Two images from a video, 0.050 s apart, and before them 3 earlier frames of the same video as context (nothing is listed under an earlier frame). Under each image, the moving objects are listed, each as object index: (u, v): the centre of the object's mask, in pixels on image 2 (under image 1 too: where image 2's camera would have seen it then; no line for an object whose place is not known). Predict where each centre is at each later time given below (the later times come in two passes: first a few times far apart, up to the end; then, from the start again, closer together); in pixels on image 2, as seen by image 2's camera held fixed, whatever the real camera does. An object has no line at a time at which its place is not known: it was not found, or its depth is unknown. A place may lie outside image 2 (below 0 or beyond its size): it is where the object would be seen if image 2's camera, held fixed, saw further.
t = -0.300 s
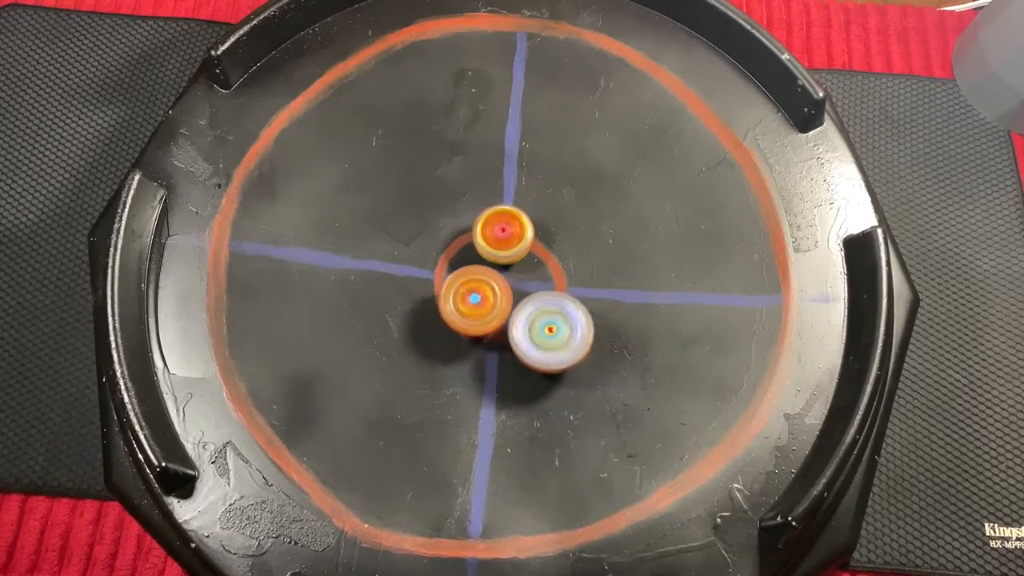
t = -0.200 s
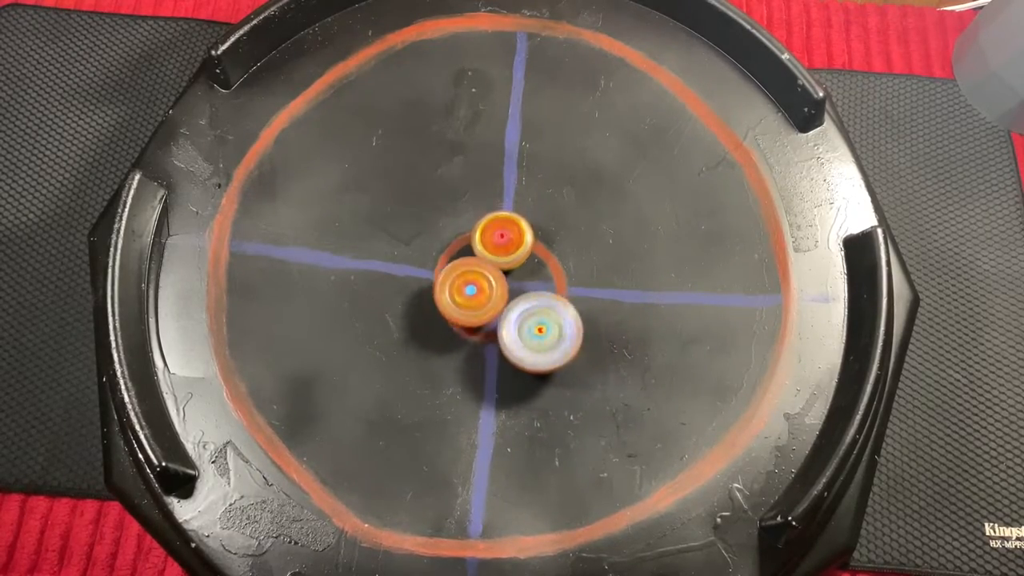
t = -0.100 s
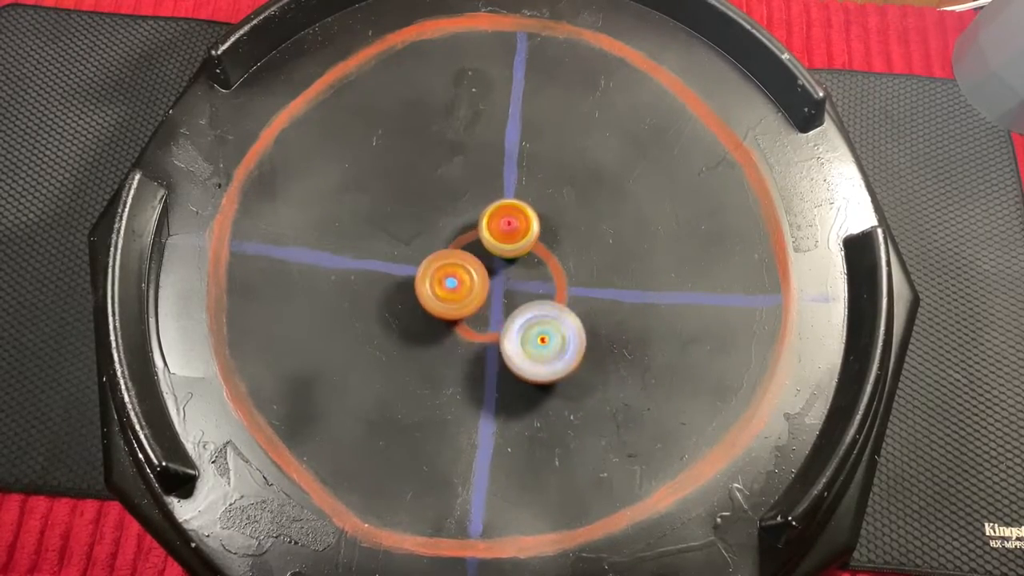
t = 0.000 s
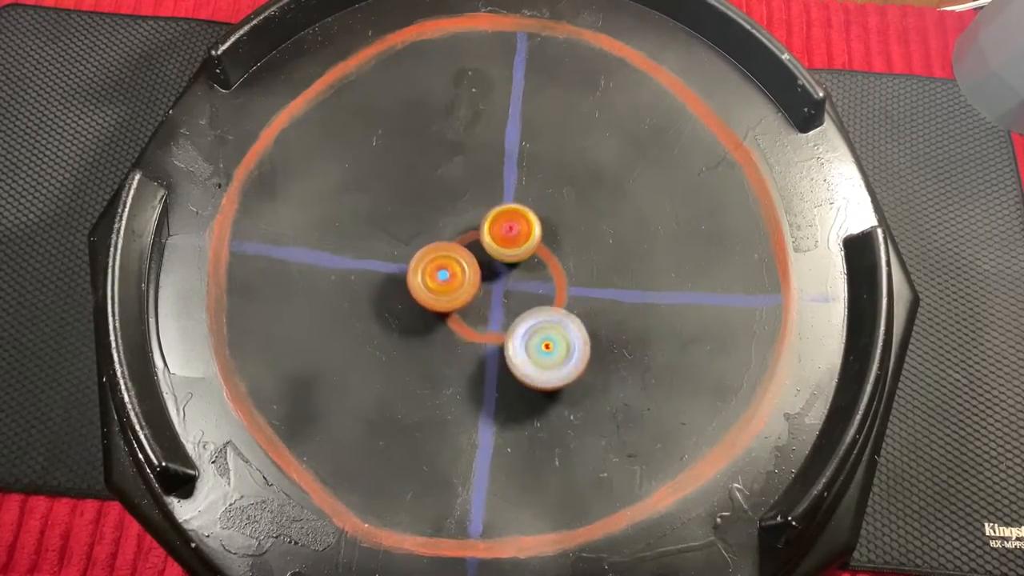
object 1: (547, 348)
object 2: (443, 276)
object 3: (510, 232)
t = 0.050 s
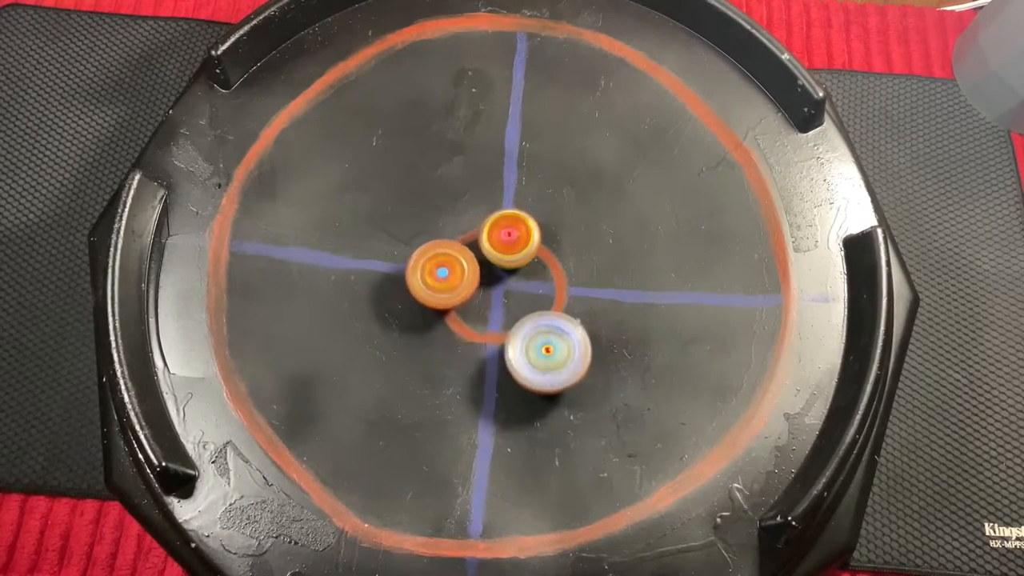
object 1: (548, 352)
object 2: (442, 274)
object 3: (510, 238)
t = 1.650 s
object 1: (481, 243)
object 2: (403, 285)
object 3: (571, 256)
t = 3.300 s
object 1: (485, 185)
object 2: (465, 353)
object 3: (503, 260)
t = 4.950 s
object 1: (637, 211)
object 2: (491, 337)
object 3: (482, 274)
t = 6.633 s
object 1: (644, 345)
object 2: (413, 350)
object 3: (505, 268)
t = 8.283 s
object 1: (473, 245)
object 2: (417, 319)
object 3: (546, 181)
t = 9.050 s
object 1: (473, 254)
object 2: (430, 348)
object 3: (584, 314)
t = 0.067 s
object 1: (548, 352)
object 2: (442, 272)
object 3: (509, 240)
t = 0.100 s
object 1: (549, 354)
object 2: (442, 270)
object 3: (509, 244)
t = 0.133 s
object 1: (549, 353)
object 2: (442, 269)
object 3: (508, 247)
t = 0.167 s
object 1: (548, 353)
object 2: (442, 268)
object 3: (507, 251)
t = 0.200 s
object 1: (547, 352)
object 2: (441, 268)
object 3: (507, 254)
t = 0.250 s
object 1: (544, 354)
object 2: (440, 269)
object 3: (508, 259)
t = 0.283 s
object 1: (540, 354)
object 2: (441, 269)
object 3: (510, 261)
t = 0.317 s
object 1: (538, 353)
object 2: (441, 268)
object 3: (512, 263)
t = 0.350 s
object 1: (536, 349)
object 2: (442, 267)
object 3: (513, 265)
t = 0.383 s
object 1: (535, 347)
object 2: (443, 267)
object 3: (515, 266)
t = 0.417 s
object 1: (534, 347)
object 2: (443, 267)
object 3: (516, 266)
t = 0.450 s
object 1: (532, 345)
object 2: (443, 267)
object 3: (517, 266)
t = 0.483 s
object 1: (530, 344)
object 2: (443, 268)
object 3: (518, 266)
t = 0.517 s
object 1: (528, 341)
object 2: (443, 269)
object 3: (519, 266)
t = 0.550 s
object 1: (526, 338)
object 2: (444, 269)
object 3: (519, 266)
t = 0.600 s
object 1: (523, 334)
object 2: (445, 269)
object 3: (519, 266)
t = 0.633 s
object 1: (521, 331)
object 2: (446, 268)
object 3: (519, 266)
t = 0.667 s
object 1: (519, 328)
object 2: (449, 268)
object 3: (519, 264)
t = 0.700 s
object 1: (517, 328)
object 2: (450, 268)
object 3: (520, 260)
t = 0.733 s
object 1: (515, 328)
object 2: (452, 268)
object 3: (520, 258)
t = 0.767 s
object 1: (515, 328)
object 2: (454, 268)
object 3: (521, 256)
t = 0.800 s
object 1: (515, 328)
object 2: (455, 269)
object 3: (523, 255)
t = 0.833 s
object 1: (514, 327)
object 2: (456, 268)
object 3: (524, 254)
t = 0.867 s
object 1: (511, 325)
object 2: (458, 268)
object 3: (525, 254)
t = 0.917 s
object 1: (507, 323)
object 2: (444, 273)
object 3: (551, 244)
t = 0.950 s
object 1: (505, 322)
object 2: (438, 276)
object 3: (566, 239)
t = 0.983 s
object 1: (503, 321)
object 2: (436, 278)
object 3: (578, 234)
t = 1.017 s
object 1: (503, 319)
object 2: (436, 279)
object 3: (588, 232)
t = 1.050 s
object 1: (505, 318)
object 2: (433, 278)
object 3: (596, 230)
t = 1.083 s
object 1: (509, 318)
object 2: (429, 274)
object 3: (601, 229)
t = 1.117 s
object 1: (513, 316)
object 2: (427, 273)
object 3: (605, 229)
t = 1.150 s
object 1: (516, 312)
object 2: (426, 273)
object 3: (607, 230)
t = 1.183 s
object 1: (521, 307)
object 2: (426, 274)
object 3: (608, 230)
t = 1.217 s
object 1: (523, 299)
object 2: (426, 274)
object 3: (608, 232)
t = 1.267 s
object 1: (524, 285)
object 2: (427, 274)
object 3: (606, 234)
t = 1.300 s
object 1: (522, 275)
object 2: (428, 275)
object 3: (604, 235)
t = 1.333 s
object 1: (518, 267)
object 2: (428, 275)
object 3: (602, 237)
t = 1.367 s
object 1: (510, 259)
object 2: (429, 276)
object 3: (599, 239)
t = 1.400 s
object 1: (506, 252)
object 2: (423, 277)
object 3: (596, 240)
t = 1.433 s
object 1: (505, 246)
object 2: (412, 279)
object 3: (593, 242)
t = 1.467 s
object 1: (502, 242)
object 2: (405, 281)
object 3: (589, 244)
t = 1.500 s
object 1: (499, 238)
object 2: (403, 283)
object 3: (586, 246)
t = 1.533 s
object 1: (494, 236)
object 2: (402, 283)
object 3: (583, 248)
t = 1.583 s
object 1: (487, 237)
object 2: (402, 284)
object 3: (578, 251)
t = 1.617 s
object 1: (483, 240)
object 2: (402, 285)
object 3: (574, 254)
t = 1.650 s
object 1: (481, 243)
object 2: (403, 285)
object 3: (571, 256)
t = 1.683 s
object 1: (481, 245)
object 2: (404, 286)
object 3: (567, 259)
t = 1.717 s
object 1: (481, 250)
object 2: (406, 287)
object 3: (563, 262)
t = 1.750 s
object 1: (482, 253)
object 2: (406, 287)
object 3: (559, 264)
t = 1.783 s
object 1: (483, 255)
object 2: (408, 287)
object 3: (558, 266)
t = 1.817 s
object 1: (483, 256)
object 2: (404, 291)
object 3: (560, 270)
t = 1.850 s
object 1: (487, 256)
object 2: (398, 294)
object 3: (561, 274)
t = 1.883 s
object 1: (490, 254)
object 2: (395, 297)
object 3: (562, 276)
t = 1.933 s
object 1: (490, 250)
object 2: (396, 300)
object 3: (566, 283)
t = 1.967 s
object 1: (491, 248)
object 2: (397, 301)
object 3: (570, 288)
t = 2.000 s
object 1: (491, 246)
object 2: (399, 303)
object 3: (571, 291)
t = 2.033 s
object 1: (491, 245)
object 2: (401, 302)
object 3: (572, 295)
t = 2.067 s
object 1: (490, 244)
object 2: (402, 302)
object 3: (572, 297)
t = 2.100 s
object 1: (491, 243)
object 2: (404, 301)
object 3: (571, 299)
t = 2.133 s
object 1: (491, 243)
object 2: (406, 301)
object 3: (569, 300)
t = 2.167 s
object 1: (492, 243)
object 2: (409, 301)
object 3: (567, 301)
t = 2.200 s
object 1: (492, 243)
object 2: (412, 302)
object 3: (565, 302)
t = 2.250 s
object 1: (493, 244)
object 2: (417, 303)
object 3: (560, 302)
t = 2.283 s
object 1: (493, 244)
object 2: (420, 303)
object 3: (557, 302)
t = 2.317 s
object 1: (496, 244)
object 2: (423, 303)
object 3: (555, 301)
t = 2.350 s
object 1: (497, 244)
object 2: (426, 302)
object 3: (552, 301)
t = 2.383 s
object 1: (500, 244)
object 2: (429, 302)
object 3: (549, 300)
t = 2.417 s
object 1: (501, 243)
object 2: (432, 302)
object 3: (546, 300)
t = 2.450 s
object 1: (502, 241)
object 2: (436, 301)
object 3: (545, 302)
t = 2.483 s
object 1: (500, 240)
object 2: (439, 301)
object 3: (544, 303)
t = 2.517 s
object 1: (498, 239)
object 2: (443, 300)
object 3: (541, 304)
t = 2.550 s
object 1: (496, 239)
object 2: (448, 298)
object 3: (538, 304)
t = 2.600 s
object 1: (499, 227)
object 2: (445, 314)
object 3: (534, 303)
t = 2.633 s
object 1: (497, 220)
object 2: (441, 326)
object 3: (531, 302)
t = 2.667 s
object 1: (496, 214)
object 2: (440, 334)
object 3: (529, 301)
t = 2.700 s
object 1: (495, 209)
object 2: (440, 338)
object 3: (525, 298)
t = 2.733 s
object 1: (492, 206)
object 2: (442, 339)
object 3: (522, 296)
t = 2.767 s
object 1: (489, 204)
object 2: (443, 340)
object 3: (519, 293)
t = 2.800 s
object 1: (489, 203)
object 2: (445, 341)
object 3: (516, 290)
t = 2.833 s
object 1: (487, 204)
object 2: (447, 341)
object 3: (513, 287)
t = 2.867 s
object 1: (486, 204)
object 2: (448, 341)
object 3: (511, 285)
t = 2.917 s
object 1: (485, 208)
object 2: (451, 342)
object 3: (506, 280)
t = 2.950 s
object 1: (486, 210)
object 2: (453, 342)
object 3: (504, 279)
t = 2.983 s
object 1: (487, 208)
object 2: (456, 342)
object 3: (501, 283)
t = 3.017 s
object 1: (486, 204)
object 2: (458, 341)
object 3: (498, 288)
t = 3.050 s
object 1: (486, 200)
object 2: (457, 345)
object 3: (498, 284)
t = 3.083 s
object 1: (485, 199)
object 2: (457, 352)
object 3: (500, 277)
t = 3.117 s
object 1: (485, 196)
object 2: (457, 355)
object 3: (502, 270)
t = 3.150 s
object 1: (484, 196)
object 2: (458, 356)
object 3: (503, 265)
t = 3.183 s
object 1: (482, 193)
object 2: (459, 356)
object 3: (504, 263)
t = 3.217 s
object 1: (482, 192)
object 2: (461, 355)
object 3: (504, 261)
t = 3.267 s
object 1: (483, 189)
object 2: (464, 354)
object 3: (504, 260)
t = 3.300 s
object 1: (485, 185)
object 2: (465, 353)
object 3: (503, 260)
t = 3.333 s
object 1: (486, 183)
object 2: (466, 351)
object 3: (502, 259)
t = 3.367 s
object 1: (488, 181)
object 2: (467, 350)
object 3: (502, 258)
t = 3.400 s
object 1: (489, 180)
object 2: (469, 349)
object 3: (501, 257)
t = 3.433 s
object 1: (491, 180)
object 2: (470, 347)
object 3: (501, 255)
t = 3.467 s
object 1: (493, 179)
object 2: (472, 346)
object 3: (501, 254)
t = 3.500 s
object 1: (494, 180)
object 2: (474, 344)
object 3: (501, 253)
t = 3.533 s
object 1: (497, 180)
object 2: (477, 341)
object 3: (501, 252)
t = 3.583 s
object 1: (502, 172)
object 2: (480, 336)
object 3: (499, 268)
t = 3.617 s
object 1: (506, 165)
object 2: (482, 339)
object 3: (495, 277)
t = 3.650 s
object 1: (510, 159)
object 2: (486, 349)
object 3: (492, 277)
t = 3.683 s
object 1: (514, 153)
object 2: (489, 355)
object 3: (490, 276)
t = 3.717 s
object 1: (518, 147)
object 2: (491, 357)
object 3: (490, 276)
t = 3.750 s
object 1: (521, 141)
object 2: (493, 358)
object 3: (491, 275)
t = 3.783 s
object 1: (521, 136)
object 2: (493, 358)
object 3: (492, 275)
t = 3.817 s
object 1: (521, 132)
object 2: (494, 358)
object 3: (494, 275)
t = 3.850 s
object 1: (520, 131)
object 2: (496, 358)
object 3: (497, 275)
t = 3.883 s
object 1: (518, 131)
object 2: (497, 358)
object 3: (499, 276)
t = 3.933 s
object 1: (517, 133)
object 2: (499, 357)
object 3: (503, 276)
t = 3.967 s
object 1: (517, 138)
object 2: (501, 356)
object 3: (505, 276)
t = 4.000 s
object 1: (517, 142)
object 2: (503, 355)
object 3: (508, 276)
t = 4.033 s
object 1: (518, 149)
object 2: (504, 353)
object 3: (510, 276)
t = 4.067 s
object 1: (518, 154)
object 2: (505, 352)
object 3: (511, 276)
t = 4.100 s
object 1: (521, 160)
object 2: (506, 351)
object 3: (512, 277)
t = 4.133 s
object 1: (525, 166)
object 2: (507, 350)
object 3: (513, 277)
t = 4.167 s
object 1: (530, 173)
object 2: (507, 348)
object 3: (514, 277)
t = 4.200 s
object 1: (533, 180)
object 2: (508, 347)
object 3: (515, 277)
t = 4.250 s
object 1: (538, 192)
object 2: (507, 344)
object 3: (516, 276)
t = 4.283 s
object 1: (543, 200)
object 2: (507, 343)
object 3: (516, 276)
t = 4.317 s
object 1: (548, 206)
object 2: (507, 340)
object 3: (516, 276)
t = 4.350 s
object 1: (552, 213)
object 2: (506, 338)
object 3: (515, 276)
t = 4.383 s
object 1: (559, 217)
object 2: (505, 336)
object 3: (511, 276)
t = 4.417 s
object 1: (569, 219)
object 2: (503, 342)
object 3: (504, 274)
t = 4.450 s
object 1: (581, 220)
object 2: (502, 346)
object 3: (498, 270)
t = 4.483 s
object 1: (592, 221)
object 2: (502, 347)
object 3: (494, 268)
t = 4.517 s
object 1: (604, 223)
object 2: (501, 347)
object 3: (491, 266)
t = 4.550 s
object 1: (615, 222)
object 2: (500, 347)
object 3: (490, 265)
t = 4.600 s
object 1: (629, 219)
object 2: (499, 346)
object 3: (488, 265)
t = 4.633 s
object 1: (637, 217)
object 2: (498, 346)
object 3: (487, 266)
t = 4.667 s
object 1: (643, 214)
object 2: (498, 345)
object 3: (486, 267)
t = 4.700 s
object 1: (645, 212)
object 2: (497, 344)
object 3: (484, 268)
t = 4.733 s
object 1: (647, 211)
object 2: (496, 343)
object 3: (483, 269)
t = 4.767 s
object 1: (648, 209)
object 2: (495, 342)
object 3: (483, 270)
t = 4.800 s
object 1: (649, 209)
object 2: (495, 341)
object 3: (482, 272)
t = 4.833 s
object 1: (648, 209)
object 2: (494, 340)
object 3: (481, 273)
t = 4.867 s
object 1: (646, 208)
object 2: (493, 339)
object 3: (480, 274)
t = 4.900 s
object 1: (644, 209)
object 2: (492, 338)
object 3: (480, 275)
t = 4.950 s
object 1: (637, 211)
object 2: (491, 337)
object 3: (482, 274)
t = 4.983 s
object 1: (632, 214)
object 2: (491, 336)
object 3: (484, 273)
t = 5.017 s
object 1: (626, 217)
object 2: (490, 336)
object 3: (485, 273)
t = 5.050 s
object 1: (619, 223)
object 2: (489, 334)
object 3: (486, 272)
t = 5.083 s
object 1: (613, 230)
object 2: (489, 335)
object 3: (486, 270)
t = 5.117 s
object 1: (605, 237)
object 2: (488, 340)
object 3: (487, 261)
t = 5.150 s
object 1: (598, 247)
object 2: (487, 341)
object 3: (487, 253)
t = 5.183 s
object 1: (591, 255)
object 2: (487, 343)
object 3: (487, 248)
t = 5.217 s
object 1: (584, 266)
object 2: (487, 343)
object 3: (487, 244)
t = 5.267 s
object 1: (575, 279)
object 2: (487, 343)
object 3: (486, 240)
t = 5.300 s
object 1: (570, 290)
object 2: (487, 343)
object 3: (485, 237)
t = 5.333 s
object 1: (566, 299)
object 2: (487, 344)
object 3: (483, 235)
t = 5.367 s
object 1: (560, 309)
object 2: (487, 344)
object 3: (482, 233)
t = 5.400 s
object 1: (562, 317)
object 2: (480, 348)
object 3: (482, 232)
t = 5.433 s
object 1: (566, 322)
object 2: (474, 352)
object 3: (481, 232)
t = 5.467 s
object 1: (569, 330)
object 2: (472, 353)
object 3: (482, 232)
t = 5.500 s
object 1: (573, 335)
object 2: (471, 353)
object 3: (483, 232)
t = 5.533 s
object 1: (574, 340)
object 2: (470, 353)
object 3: (484, 231)
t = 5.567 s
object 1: (577, 343)
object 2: (469, 353)
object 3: (484, 232)
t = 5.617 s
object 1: (580, 347)
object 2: (469, 354)
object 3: (486, 233)
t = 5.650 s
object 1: (581, 349)
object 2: (468, 354)
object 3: (487, 234)
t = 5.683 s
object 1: (582, 350)
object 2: (467, 353)
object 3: (489, 235)
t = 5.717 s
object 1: (582, 351)
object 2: (467, 353)
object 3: (492, 236)
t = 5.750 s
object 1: (581, 351)
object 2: (466, 353)
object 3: (494, 237)
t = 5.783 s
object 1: (582, 351)
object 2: (466, 353)
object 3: (496, 239)
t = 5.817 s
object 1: (581, 352)
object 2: (467, 353)
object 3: (498, 241)
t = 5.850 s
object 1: (579, 351)
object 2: (467, 352)
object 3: (501, 243)
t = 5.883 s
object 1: (577, 349)
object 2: (467, 352)
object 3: (503, 245)
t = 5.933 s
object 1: (573, 347)
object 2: (467, 351)
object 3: (507, 247)
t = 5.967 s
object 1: (569, 345)
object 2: (468, 351)
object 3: (509, 249)
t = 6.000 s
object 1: (567, 343)
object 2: (469, 349)
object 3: (511, 251)
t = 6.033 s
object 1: (562, 341)
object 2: (469, 349)
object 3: (514, 253)
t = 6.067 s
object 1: (558, 338)
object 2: (470, 347)
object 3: (516, 255)
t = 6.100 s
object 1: (552, 334)
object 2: (471, 346)
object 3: (518, 258)
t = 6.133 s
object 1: (556, 327)
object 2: (459, 350)
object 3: (520, 260)
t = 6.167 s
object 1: (558, 320)
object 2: (448, 353)
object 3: (521, 262)
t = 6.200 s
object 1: (561, 313)
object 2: (440, 356)
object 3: (521, 259)
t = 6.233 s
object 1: (566, 317)
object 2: (436, 356)
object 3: (521, 249)
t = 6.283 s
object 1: (574, 326)
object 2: (431, 356)
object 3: (518, 237)
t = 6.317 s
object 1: (582, 333)
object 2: (428, 356)
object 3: (516, 233)
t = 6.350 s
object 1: (591, 339)
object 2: (425, 355)
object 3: (514, 233)
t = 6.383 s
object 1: (597, 344)
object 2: (423, 355)
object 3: (513, 235)
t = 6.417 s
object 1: (608, 348)
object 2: (421, 354)
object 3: (511, 239)
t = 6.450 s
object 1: (616, 352)
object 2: (419, 354)
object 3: (510, 243)
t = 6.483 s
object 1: (626, 351)
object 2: (418, 353)
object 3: (509, 247)
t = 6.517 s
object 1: (633, 352)
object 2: (416, 353)
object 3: (507, 252)
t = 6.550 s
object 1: (637, 351)
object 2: (415, 352)
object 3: (507, 256)
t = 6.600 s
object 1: (640, 348)
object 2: (414, 351)
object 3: (505, 264)
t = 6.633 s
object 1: (644, 345)
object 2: (413, 350)
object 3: (505, 268)
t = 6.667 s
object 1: (644, 342)
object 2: (412, 349)
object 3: (503, 271)
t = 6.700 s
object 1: (643, 337)
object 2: (412, 348)
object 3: (503, 275)
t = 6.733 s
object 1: (642, 333)
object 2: (412, 347)
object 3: (502, 278)
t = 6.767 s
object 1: (639, 328)
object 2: (412, 346)
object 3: (502, 282)
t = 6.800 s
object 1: (633, 323)
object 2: (412, 345)
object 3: (501, 285)
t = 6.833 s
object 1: (626, 317)
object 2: (412, 344)
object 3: (500, 288)
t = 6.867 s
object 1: (619, 312)
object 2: (413, 343)
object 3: (499, 290)
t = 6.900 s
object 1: (610, 309)
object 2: (414, 342)
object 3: (498, 293)
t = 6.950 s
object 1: (594, 305)
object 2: (416, 339)
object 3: (497, 295)
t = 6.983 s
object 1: (584, 301)
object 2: (417, 338)
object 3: (496, 297)
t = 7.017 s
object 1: (573, 298)
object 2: (418, 337)
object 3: (495, 298)
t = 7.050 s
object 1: (565, 297)
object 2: (419, 335)
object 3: (491, 299)
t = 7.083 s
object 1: (564, 296)
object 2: (418, 334)
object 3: (475, 293)
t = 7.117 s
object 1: (563, 296)
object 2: (409, 342)
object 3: (471, 278)
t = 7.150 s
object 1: (559, 297)
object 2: (402, 347)
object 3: (468, 264)
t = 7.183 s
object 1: (556, 296)
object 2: (399, 350)
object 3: (466, 252)
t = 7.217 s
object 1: (554, 296)
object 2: (398, 349)
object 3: (466, 242)
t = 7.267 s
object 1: (548, 295)
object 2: (396, 348)
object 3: (464, 231)
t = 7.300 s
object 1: (544, 292)
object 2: (396, 347)
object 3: (463, 226)
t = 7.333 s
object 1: (540, 289)
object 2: (395, 347)
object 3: (461, 221)
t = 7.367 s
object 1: (535, 287)
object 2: (395, 346)
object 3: (459, 217)
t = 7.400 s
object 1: (530, 285)
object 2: (395, 345)
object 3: (456, 212)
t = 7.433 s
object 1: (524, 282)
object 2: (396, 344)
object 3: (454, 208)
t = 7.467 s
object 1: (519, 280)
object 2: (396, 343)
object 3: (452, 203)
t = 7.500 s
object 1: (513, 278)
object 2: (397, 342)
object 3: (451, 199)
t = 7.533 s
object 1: (507, 277)
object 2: (398, 341)
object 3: (451, 195)
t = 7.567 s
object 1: (500, 275)
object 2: (399, 340)
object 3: (451, 192)
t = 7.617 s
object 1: (488, 274)
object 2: (400, 337)
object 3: (452, 187)
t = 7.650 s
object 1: (481, 275)
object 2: (401, 336)
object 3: (454, 183)
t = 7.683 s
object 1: (474, 276)
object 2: (402, 334)
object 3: (456, 179)
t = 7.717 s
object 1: (469, 277)
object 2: (404, 333)
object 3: (458, 176)
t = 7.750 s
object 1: (464, 279)
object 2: (405, 331)
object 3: (461, 173)
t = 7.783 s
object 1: (465, 276)
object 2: (402, 337)
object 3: (464, 171)
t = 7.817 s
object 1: (466, 272)
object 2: (401, 340)
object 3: (468, 169)
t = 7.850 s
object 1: (466, 268)
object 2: (402, 340)
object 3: (472, 167)
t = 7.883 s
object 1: (467, 263)
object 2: (402, 339)
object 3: (476, 166)
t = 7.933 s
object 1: (467, 256)
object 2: (403, 337)
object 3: (482, 166)
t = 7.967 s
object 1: (470, 253)
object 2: (405, 337)
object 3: (487, 166)
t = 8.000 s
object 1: (472, 248)
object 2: (405, 336)
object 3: (491, 166)
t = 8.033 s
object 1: (474, 244)
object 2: (406, 334)
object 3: (496, 167)
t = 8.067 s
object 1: (474, 241)
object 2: (408, 332)
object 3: (500, 169)
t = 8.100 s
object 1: (476, 237)
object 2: (409, 331)
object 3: (505, 172)
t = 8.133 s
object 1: (478, 235)
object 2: (410, 330)
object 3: (509, 174)
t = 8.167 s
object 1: (479, 232)
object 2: (411, 328)
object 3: (513, 176)
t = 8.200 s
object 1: (480, 231)
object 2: (413, 326)
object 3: (519, 179)
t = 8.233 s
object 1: (476, 233)
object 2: (414, 323)
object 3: (530, 179)
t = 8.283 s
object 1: (473, 245)
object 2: (417, 319)
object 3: (546, 181)
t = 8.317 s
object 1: (472, 253)
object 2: (420, 315)
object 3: (553, 184)
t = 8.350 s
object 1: (473, 258)
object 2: (420, 316)
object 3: (558, 188)
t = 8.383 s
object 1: (478, 258)
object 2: (415, 328)
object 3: (561, 193)
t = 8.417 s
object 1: (484, 258)
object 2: (413, 335)
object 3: (563, 199)
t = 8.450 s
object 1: (487, 257)
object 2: (413, 340)
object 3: (564, 205)
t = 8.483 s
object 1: (490, 256)
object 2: (414, 340)
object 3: (565, 212)
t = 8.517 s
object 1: (494, 257)
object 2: (414, 340)
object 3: (564, 218)
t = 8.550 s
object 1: (498, 256)
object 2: (413, 341)
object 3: (564, 225)
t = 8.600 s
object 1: (498, 256)
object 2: (415, 341)
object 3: (568, 234)
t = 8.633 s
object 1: (494, 258)
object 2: (415, 341)
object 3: (575, 240)
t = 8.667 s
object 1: (491, 259)
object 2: (415, 340)
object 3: (581, 245)
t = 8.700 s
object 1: (487, 262)
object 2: (416, 340)
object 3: (584, 250)
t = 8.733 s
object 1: (486, 264)
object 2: (418, 340)
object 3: (583, 256)
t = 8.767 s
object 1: (483, 268)
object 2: (419, 340)
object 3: (581, 262)
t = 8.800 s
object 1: (480, 271)
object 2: (420, 339)
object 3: (577, 267)
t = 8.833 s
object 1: (479, 274)
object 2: (422, 338)
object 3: (572, 272)
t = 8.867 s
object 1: (477, 275)
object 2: (424, 337)
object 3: (567, 277)
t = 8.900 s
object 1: (478, 277)
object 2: (426, 336)
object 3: (561, 281)
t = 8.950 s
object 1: (482, 270)
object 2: (425, 348)
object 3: (559, 288)
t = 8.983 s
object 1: (480, 263)
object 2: (427, 350)
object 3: (570, 298)
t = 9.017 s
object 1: (477, 261)
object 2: (429, 349)
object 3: (578, 307)
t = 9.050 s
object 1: (473, 254)
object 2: (430, 348)
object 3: (584, 314)
